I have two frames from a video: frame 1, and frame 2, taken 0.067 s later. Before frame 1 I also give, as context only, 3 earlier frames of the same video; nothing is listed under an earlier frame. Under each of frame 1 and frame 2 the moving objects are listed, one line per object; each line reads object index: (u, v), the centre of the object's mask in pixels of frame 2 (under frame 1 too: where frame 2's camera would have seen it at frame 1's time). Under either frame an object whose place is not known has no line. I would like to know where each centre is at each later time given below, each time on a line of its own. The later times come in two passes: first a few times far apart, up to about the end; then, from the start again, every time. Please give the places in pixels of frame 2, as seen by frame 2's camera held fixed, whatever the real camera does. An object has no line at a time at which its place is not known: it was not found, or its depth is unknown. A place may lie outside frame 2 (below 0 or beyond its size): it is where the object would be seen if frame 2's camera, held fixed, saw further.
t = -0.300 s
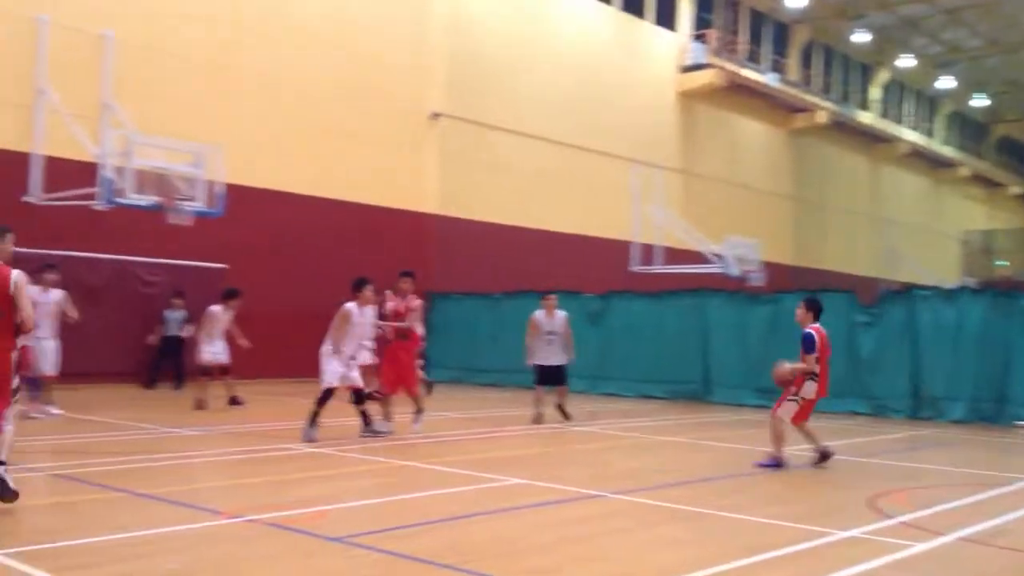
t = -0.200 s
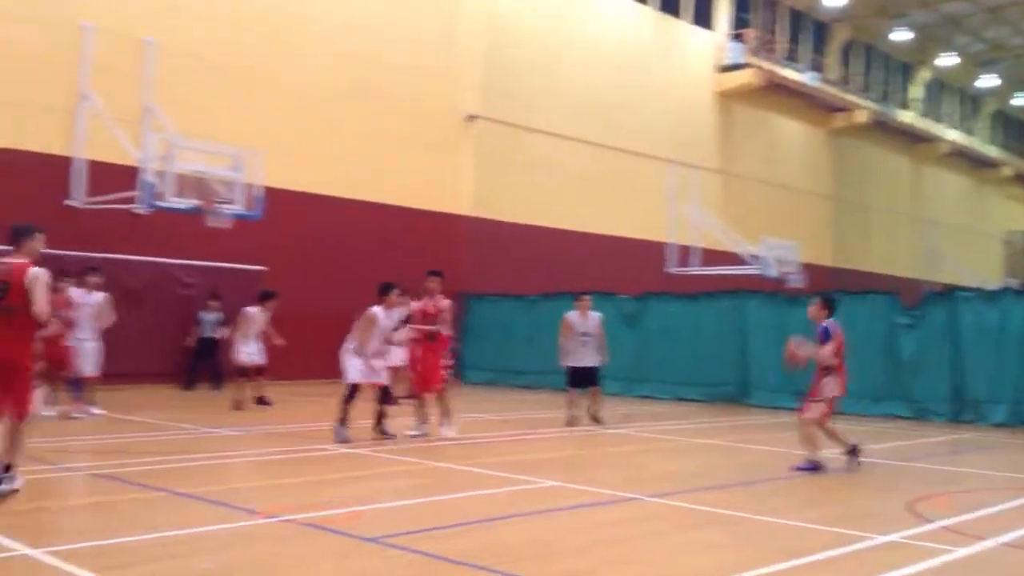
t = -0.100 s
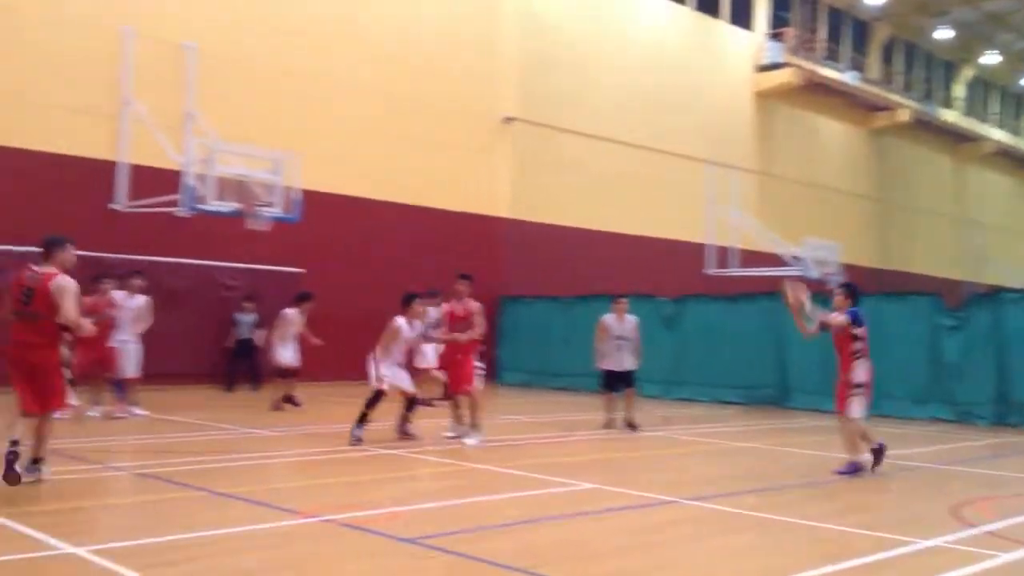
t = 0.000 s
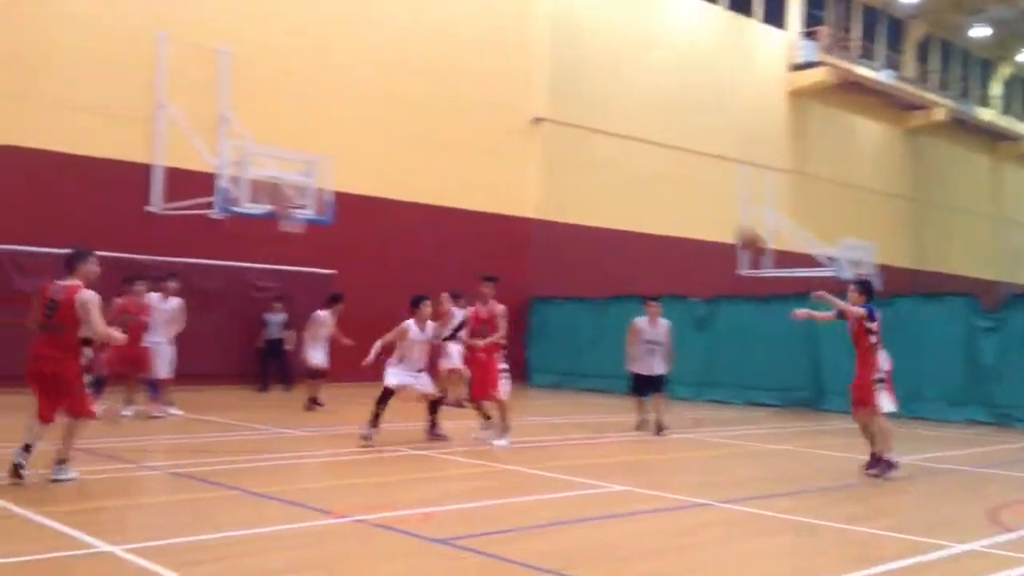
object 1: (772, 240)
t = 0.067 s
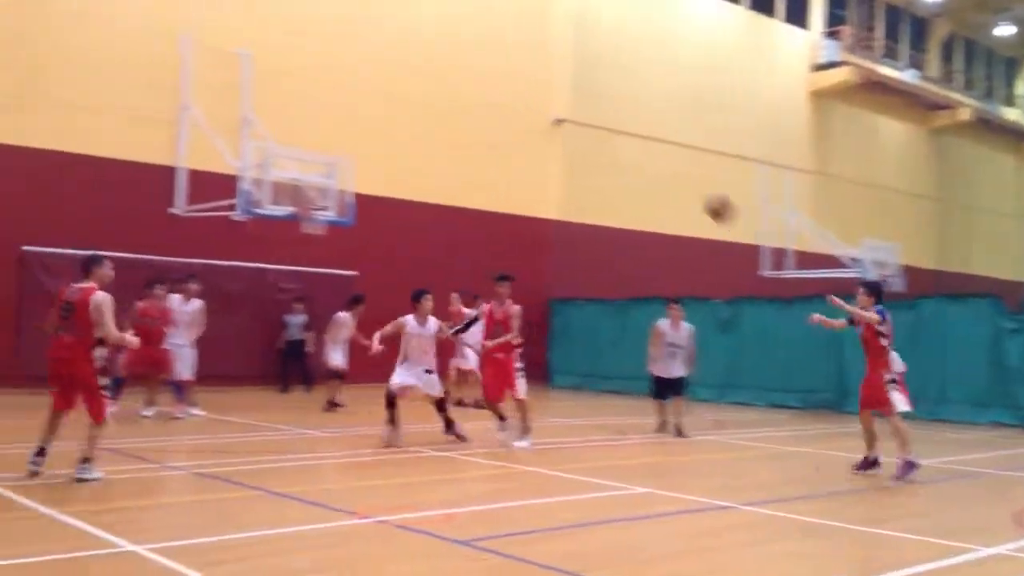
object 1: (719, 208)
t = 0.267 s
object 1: (563, 140)
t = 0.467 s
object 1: (412, 116)
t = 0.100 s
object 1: (692, 194)
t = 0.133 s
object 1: (666, 180)
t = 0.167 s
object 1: (643, 169)
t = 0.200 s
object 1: (617, 159)
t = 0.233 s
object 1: (590, 150)
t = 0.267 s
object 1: (563, 140)
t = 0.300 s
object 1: (537, 133)
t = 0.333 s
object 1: (512, 127)
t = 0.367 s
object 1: (487, 123)
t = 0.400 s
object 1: (462, 119)
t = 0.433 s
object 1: (436, 117)
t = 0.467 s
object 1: (412, 116)
